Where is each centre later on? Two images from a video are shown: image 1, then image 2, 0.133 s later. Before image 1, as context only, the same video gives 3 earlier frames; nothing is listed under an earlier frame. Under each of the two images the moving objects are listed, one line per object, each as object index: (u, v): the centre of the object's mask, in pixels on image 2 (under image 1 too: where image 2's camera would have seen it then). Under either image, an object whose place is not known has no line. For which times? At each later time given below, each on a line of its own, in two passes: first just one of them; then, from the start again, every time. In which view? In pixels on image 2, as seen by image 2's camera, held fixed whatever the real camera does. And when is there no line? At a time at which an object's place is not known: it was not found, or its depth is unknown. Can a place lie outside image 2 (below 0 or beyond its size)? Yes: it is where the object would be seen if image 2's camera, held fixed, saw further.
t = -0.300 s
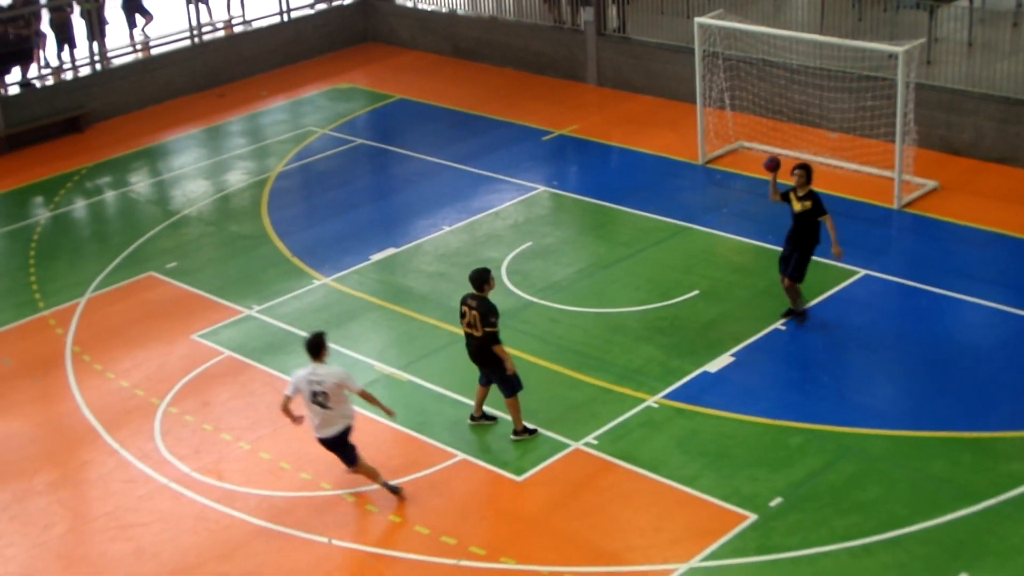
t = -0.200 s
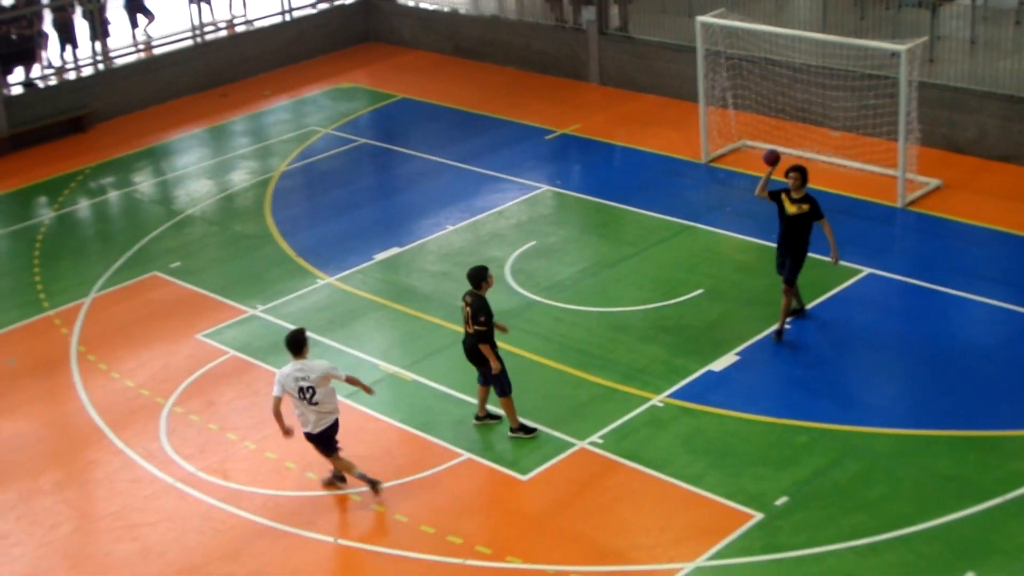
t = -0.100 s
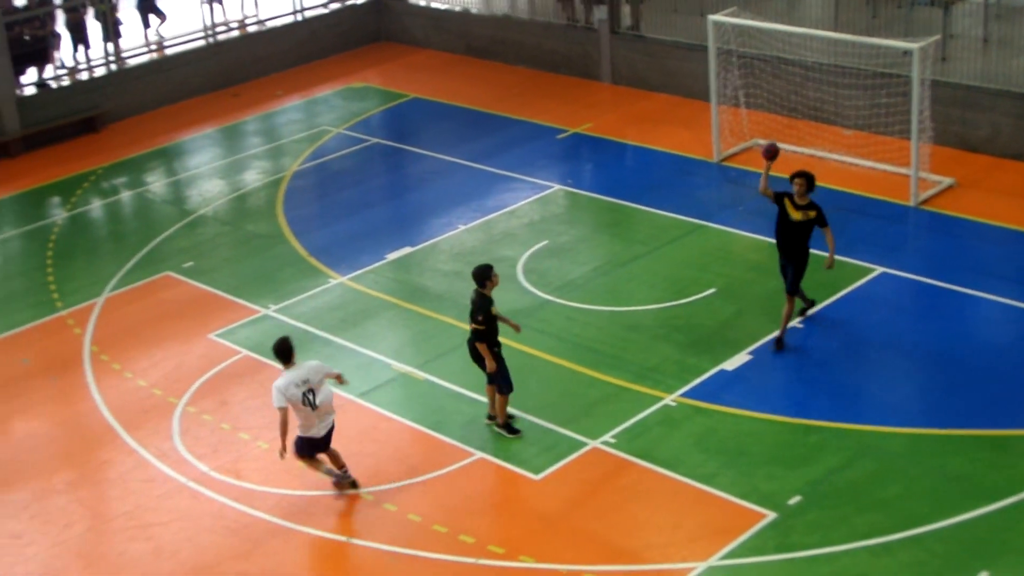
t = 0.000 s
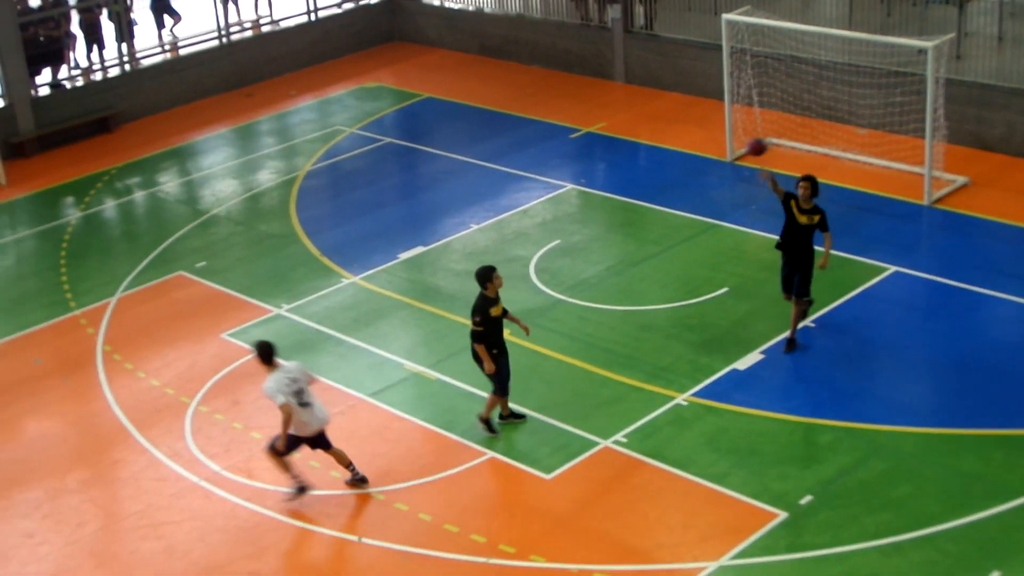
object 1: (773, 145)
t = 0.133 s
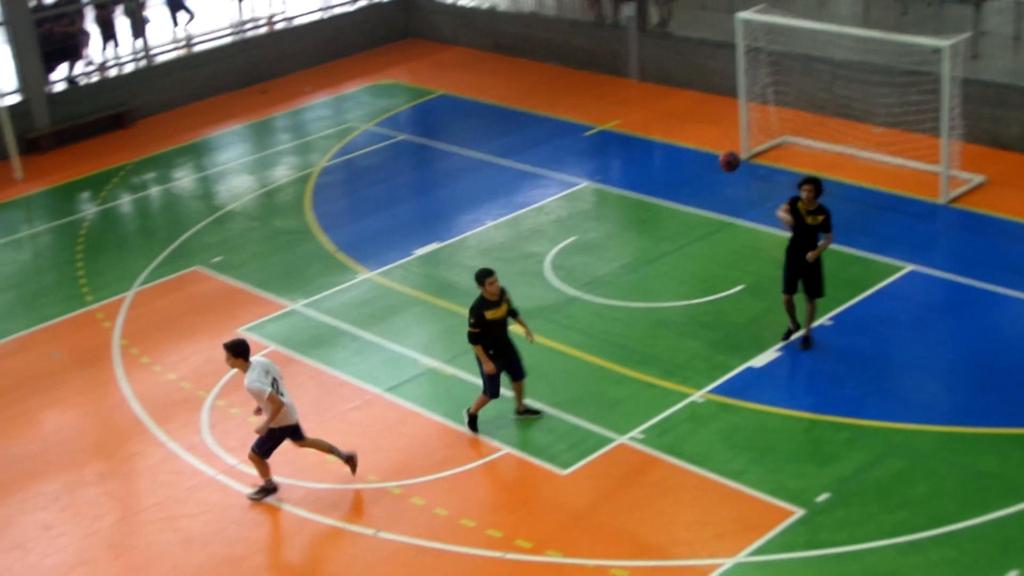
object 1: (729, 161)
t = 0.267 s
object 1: (682, 198)
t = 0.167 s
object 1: (718, 168)
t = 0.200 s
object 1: (706, 177)
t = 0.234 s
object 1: (694, 187)
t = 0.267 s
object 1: (682, 198)
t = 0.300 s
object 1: (670, 212)
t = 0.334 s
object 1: (656, 226)
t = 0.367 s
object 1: (644, 242)
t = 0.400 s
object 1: (631, 259)
